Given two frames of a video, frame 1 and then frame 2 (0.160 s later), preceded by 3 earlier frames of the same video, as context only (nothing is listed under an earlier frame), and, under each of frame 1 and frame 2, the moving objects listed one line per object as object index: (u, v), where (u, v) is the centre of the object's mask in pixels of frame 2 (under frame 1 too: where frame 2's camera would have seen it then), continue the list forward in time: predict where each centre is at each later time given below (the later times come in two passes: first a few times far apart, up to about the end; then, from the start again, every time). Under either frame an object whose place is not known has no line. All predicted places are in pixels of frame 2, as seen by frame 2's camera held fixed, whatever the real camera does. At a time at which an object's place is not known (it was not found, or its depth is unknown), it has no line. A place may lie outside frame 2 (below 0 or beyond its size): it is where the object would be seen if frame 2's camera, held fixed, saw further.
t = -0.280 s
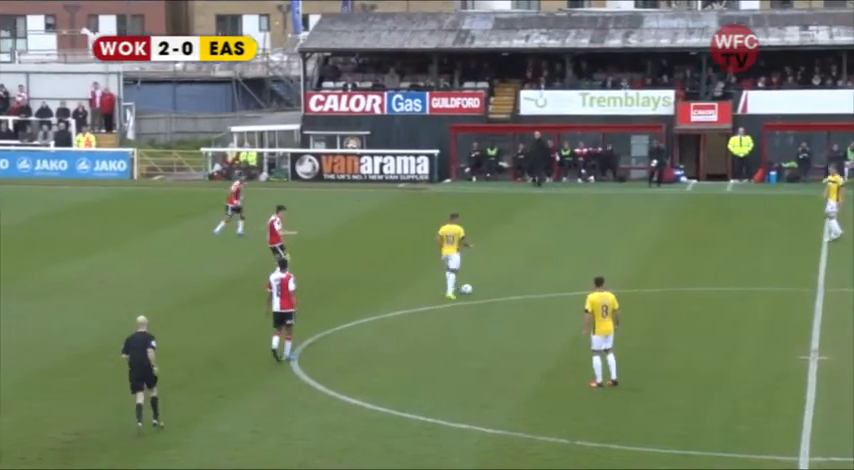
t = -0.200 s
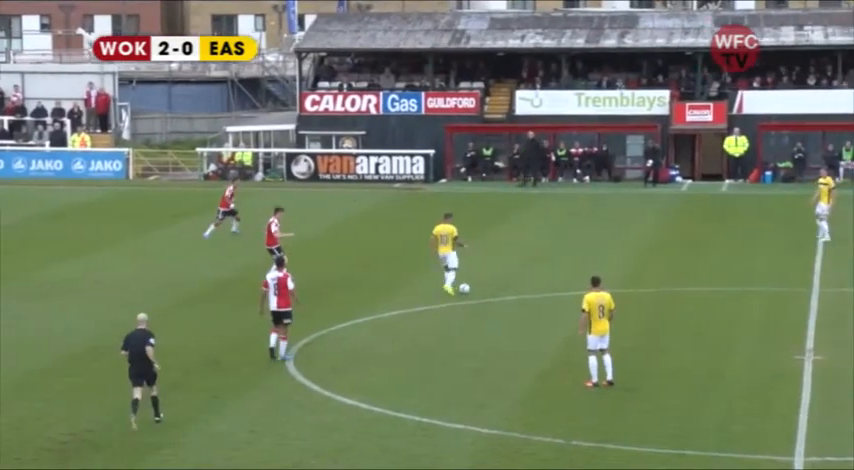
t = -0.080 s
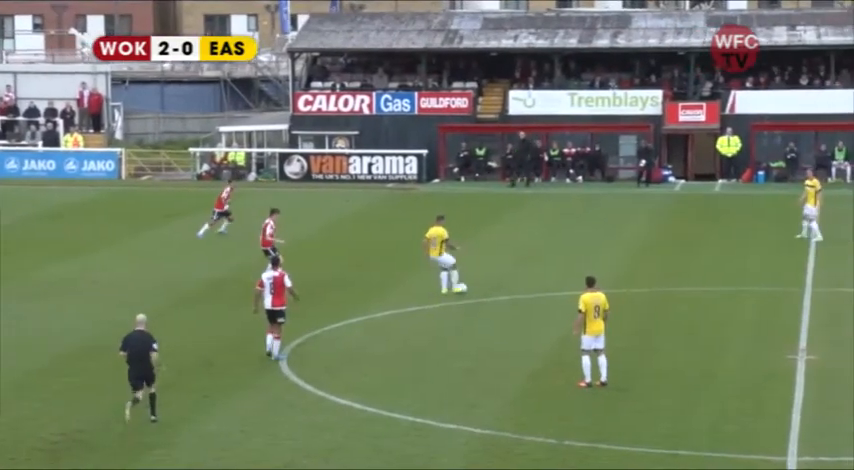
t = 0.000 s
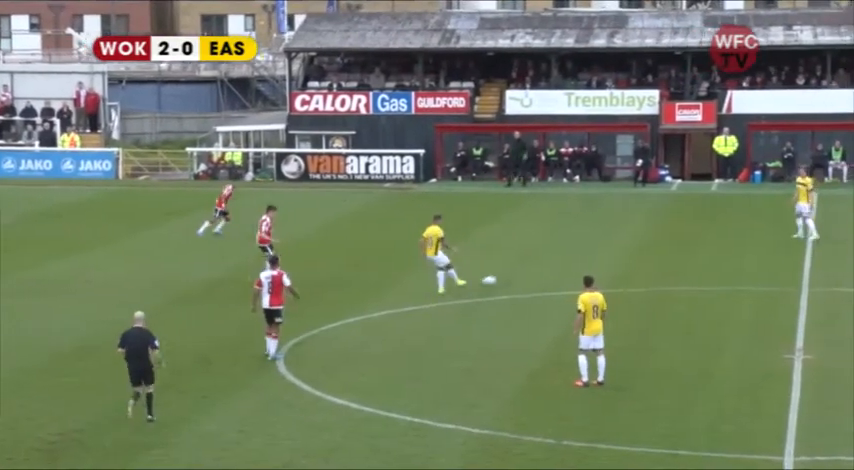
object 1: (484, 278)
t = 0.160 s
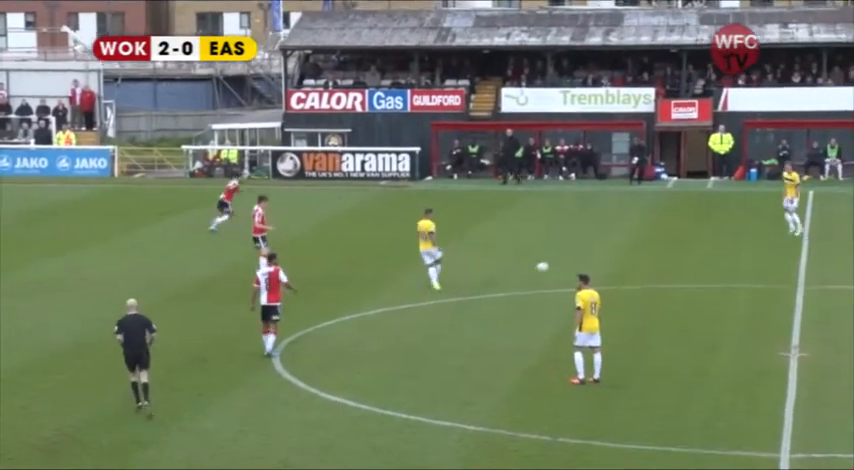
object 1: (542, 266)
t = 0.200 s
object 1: (555, 264)
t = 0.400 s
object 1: (615, 253)
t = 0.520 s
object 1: (646, 246)
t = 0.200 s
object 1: (555, 264)
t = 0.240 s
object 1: (568, 262)
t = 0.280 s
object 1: (581, 260)
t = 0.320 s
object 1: (592, 257)
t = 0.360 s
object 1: (604, 254)
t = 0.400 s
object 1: (615, 253)
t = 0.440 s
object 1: (626, 252)
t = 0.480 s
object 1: (636, 249)
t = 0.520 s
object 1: (646, 246)
